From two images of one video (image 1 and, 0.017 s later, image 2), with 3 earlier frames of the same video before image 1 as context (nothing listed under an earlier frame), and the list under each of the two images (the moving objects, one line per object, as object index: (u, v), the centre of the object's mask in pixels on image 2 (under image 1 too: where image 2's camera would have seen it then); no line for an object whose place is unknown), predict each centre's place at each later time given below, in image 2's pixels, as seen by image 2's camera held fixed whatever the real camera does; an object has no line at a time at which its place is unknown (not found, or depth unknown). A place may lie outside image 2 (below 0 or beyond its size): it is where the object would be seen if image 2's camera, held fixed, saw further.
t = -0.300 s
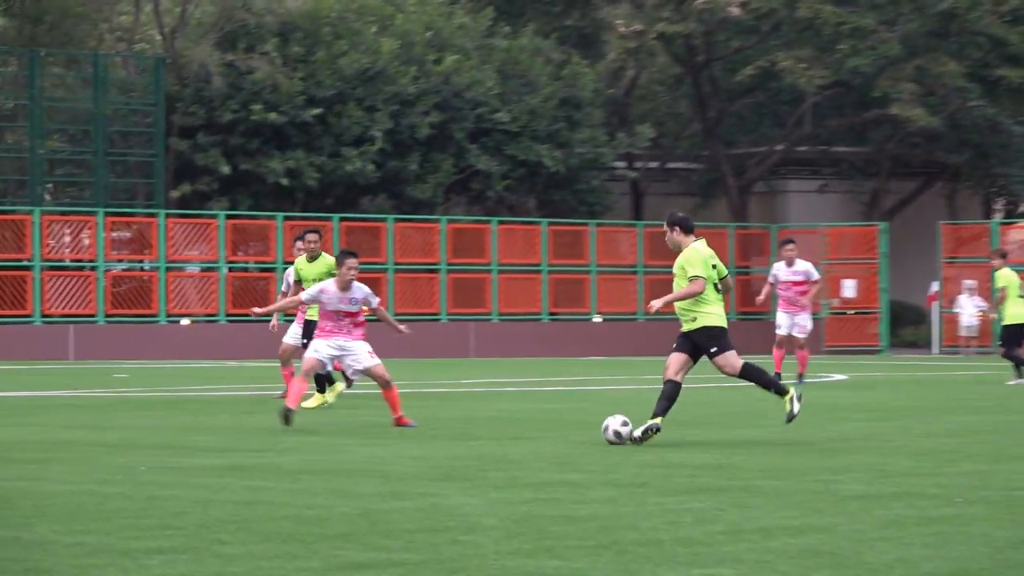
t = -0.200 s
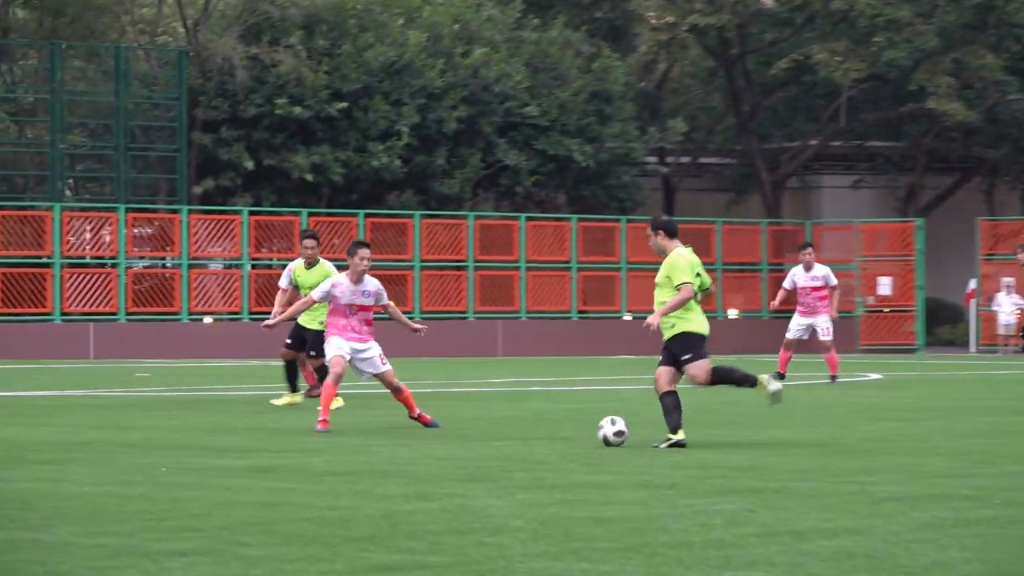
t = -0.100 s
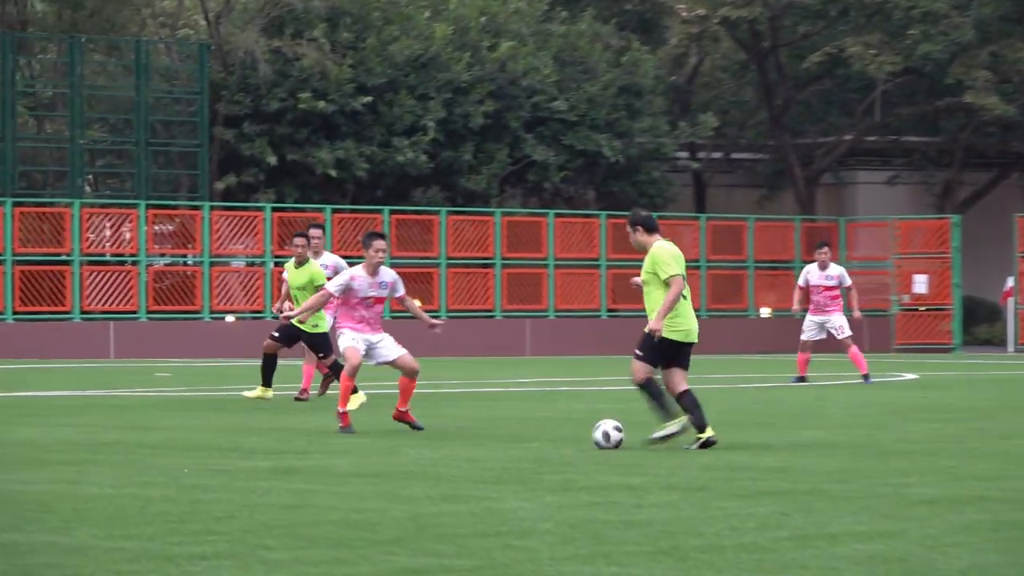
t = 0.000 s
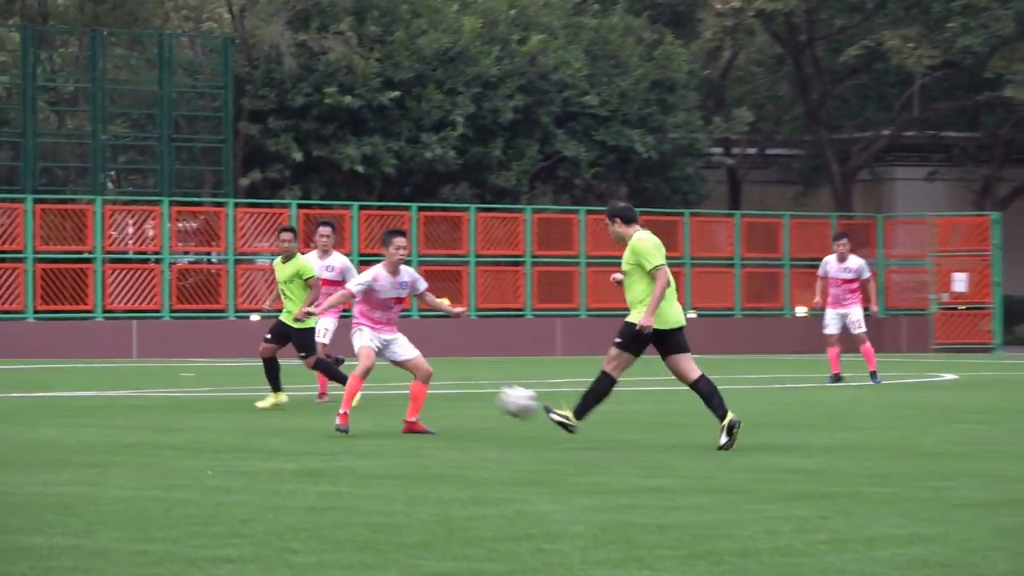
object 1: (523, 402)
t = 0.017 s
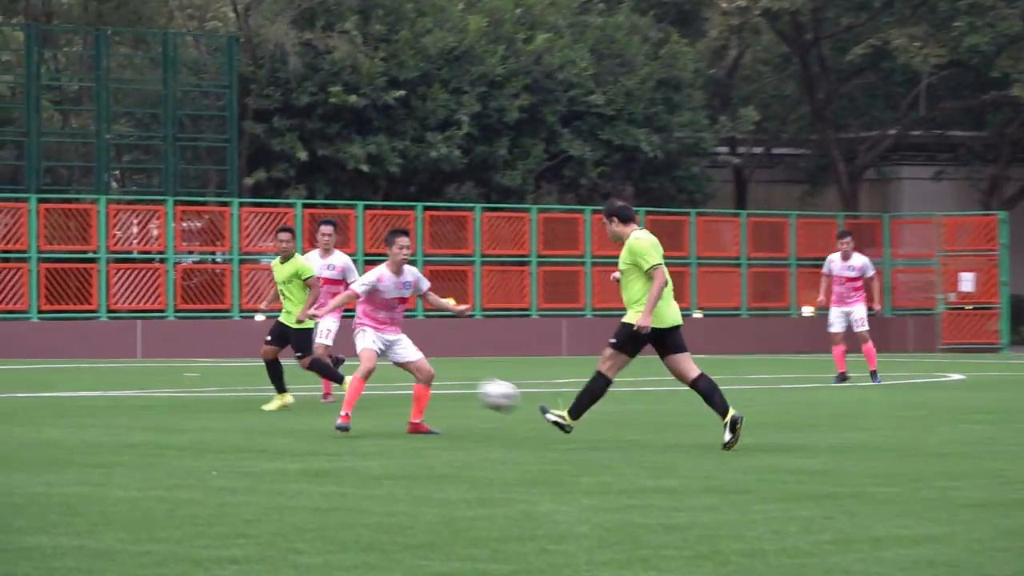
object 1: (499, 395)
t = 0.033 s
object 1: (474, 389)
